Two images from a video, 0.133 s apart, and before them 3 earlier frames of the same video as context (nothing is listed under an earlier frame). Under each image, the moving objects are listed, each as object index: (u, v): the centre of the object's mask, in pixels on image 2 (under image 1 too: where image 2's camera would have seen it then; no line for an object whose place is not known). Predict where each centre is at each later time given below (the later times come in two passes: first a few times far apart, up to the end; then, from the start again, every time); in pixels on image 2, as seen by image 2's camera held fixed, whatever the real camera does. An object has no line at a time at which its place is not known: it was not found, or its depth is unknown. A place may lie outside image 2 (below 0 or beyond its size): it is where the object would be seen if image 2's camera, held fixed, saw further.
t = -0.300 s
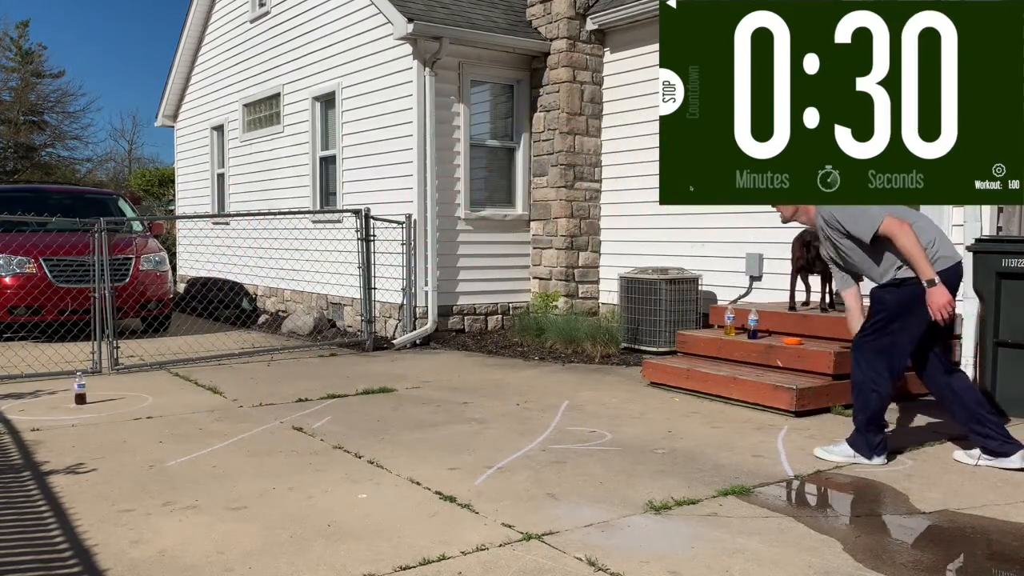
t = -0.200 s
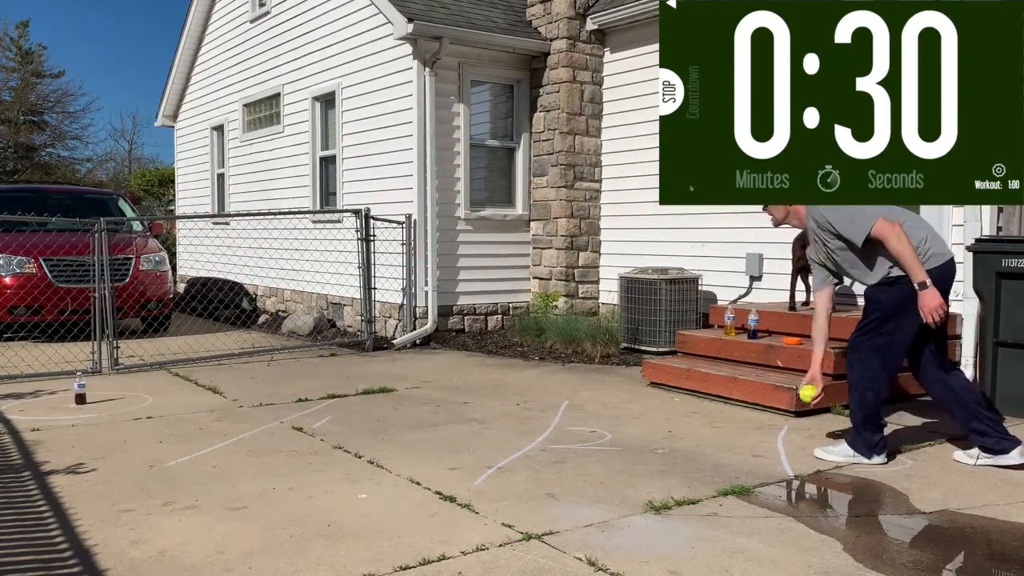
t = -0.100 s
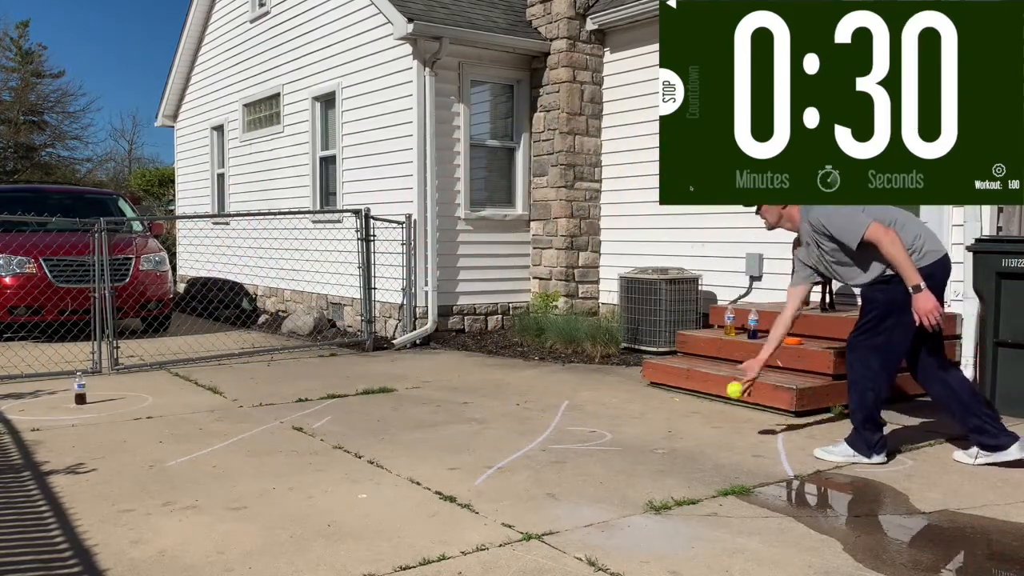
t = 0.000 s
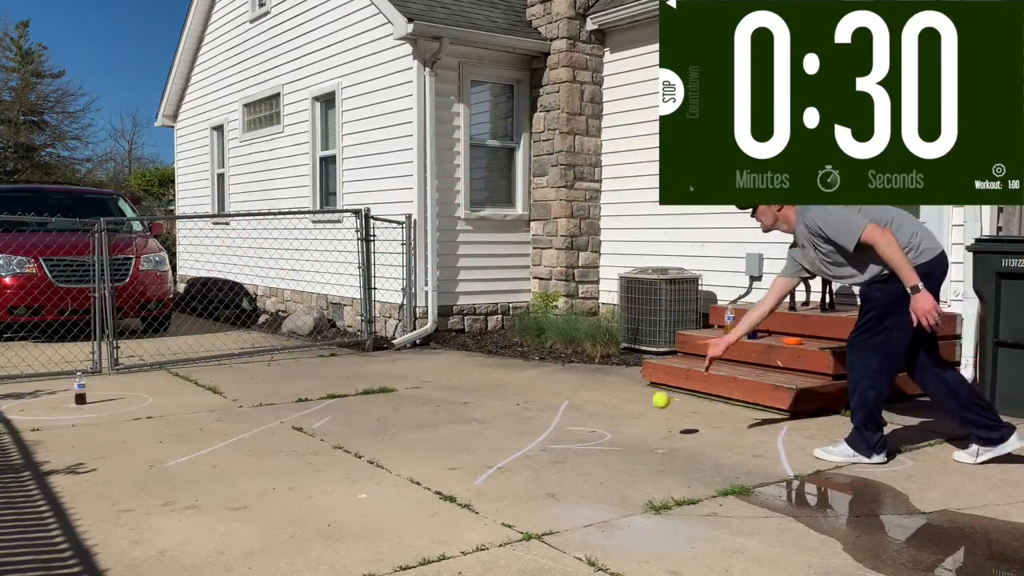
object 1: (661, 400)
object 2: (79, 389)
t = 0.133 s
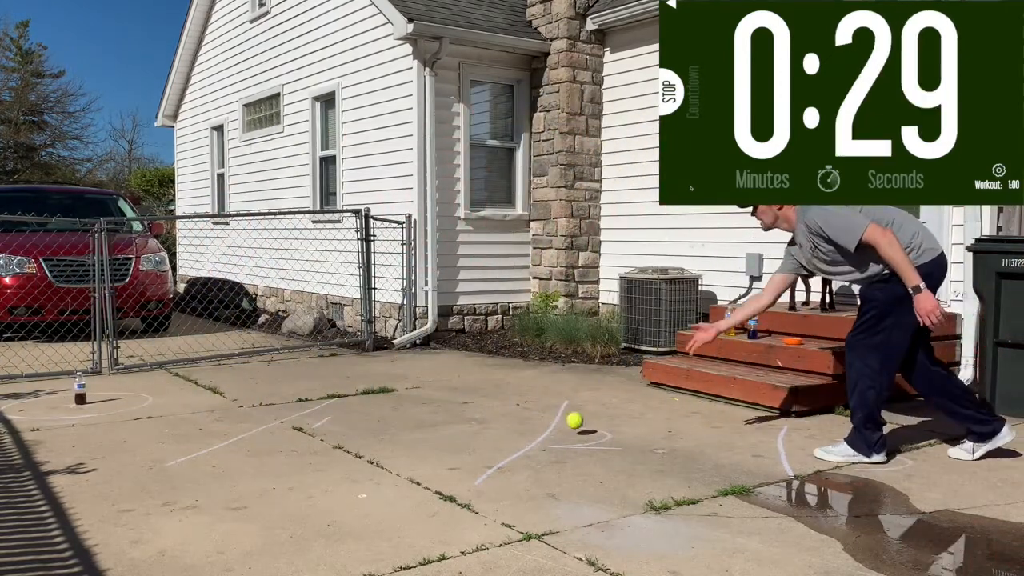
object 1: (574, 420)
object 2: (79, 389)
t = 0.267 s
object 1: (514, 405)
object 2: (79, 389)
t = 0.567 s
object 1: (384, 416)
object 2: (79, 389)
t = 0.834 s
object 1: (276, 409)
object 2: (79, 389)
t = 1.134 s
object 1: (167, 403)
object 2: (79, 389)
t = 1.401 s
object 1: (87, 396)
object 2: (76, 387)
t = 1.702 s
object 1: (82, 396)
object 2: (42, 395)
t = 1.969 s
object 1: (73, 396)
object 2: (34, 395)
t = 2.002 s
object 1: (72, 396)
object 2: (34, 395)
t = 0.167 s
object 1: (559, 413)
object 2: (79, 389)
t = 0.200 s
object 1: (544, 408)
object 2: (79, 389)
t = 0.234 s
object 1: (529, 405)
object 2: (79, 389)
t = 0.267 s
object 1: (514, 405)
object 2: (79, 389)
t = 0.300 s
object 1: (499, 406)
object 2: (79, 389)
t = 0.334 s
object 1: (485, 410)
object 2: (79, 389)
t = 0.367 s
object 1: (470, 415)
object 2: (79, 389)
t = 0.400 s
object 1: (455, 418)
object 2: (79, 389)
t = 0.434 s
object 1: (441, 414)
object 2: (79, 389)
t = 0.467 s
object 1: (426, 411)
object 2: (79, 389)
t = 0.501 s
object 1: (412, 411)
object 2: (79, 389)
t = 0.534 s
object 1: (398, 412)
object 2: (79, 389)
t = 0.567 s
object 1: (384, 416)
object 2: (79, 389)
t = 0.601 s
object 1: (369, 414)
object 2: (79, 389)
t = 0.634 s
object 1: (355, 414)
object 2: (79, 389)
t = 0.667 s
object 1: (341, 412)
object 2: (79, 389)
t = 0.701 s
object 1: (328, 412)
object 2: (79, 389)
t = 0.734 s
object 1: (315, 412)
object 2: (79, 389)
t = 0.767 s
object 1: (301, 411)
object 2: (79, 389)
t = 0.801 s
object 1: (288, 411)
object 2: (79, 389)
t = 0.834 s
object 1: (276, 409)
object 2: (79, 389)
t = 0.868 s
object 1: (263, 408)
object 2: (79, 389)
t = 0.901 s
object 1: (251, 407)
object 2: (79, 389)
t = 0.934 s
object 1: (238, 407)
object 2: (79, 389)
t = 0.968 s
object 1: (226, 406)
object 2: (79, 389)
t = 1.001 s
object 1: (214, 406)
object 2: (79, 389)
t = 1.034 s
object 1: (202, 404)
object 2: (79, 389)
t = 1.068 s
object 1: (190, 404)
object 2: (79, 389)
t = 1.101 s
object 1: (179, 403)
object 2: (79, 389)
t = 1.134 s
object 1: (167, 403)
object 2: (79, 389)
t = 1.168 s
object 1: (156, 403)
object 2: (79, 389)
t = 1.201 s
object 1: (145, 402)
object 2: (79, 389)
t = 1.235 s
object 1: (134, 401)
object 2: (79, 389)
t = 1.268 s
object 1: (124, 400)
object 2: (79, 389)
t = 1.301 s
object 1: (113, 399)
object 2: (79, 389)
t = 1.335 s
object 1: (103, 398)
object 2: (79, 389)
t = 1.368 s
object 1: (93, 398)
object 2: (79, 389)
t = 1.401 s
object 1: (87, 396)
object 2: (76, 387)
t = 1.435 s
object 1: (86, 392)
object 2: (71, 389)
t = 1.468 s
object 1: (86, 390)
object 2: (65, 388)
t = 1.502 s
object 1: (85, 390)
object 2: (60, 388)
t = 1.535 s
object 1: (85, 392)
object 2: (56, 388)
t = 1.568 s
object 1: (85, 396)
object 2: (51, 390)
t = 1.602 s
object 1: (84, 396)
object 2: (47, 391)
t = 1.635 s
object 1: (84, 396)
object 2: (44, 395)
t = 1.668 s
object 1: (83, 396)
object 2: (43, 395)
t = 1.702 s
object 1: (82, 396)
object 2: (42, 395)
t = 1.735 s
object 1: (81, 396)
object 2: (40, 395)
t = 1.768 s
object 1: (80, 396)
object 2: (38, 395)
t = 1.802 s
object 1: (78, 396)
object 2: (37, 395)
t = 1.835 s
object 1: (78, 396)
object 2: (36, 395)
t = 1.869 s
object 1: (76, 396)
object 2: (36, 395)
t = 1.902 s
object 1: (75, 396)
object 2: (35, 395)
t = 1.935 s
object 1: (74, 396)
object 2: (35, 395)
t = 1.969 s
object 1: (73, 396)
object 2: (34, 395)
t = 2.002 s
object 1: (72, 396)
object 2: (34, 395)
